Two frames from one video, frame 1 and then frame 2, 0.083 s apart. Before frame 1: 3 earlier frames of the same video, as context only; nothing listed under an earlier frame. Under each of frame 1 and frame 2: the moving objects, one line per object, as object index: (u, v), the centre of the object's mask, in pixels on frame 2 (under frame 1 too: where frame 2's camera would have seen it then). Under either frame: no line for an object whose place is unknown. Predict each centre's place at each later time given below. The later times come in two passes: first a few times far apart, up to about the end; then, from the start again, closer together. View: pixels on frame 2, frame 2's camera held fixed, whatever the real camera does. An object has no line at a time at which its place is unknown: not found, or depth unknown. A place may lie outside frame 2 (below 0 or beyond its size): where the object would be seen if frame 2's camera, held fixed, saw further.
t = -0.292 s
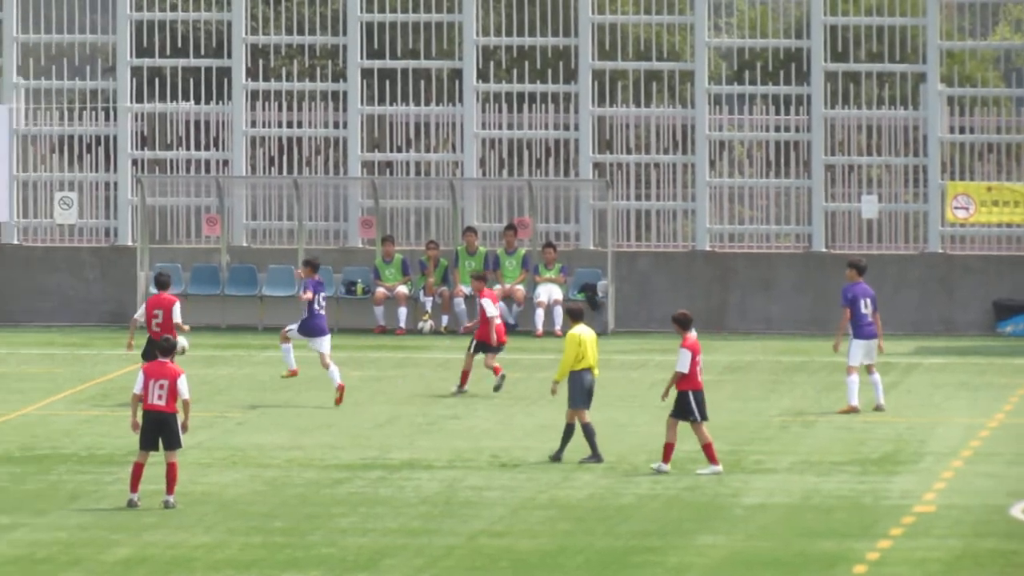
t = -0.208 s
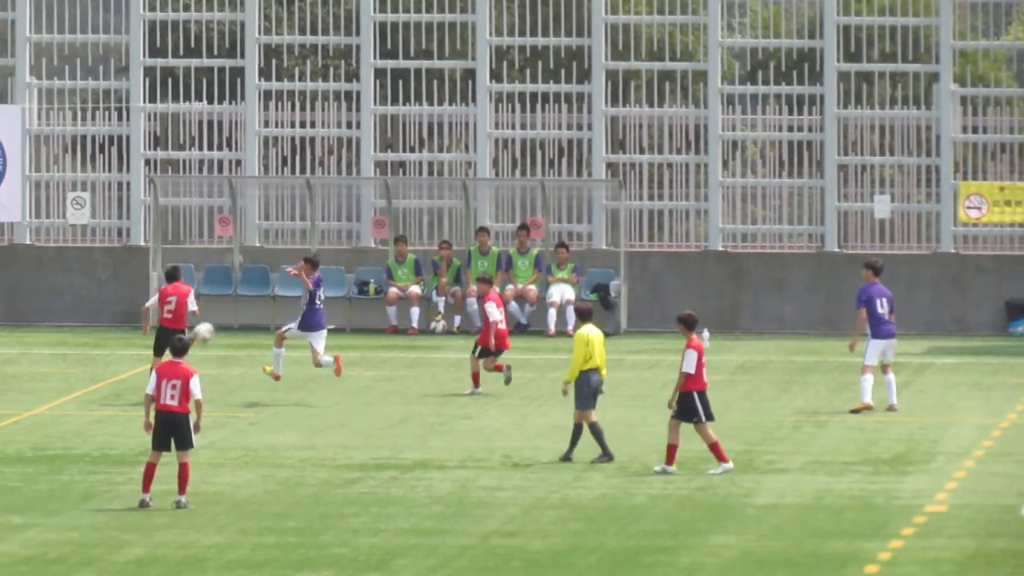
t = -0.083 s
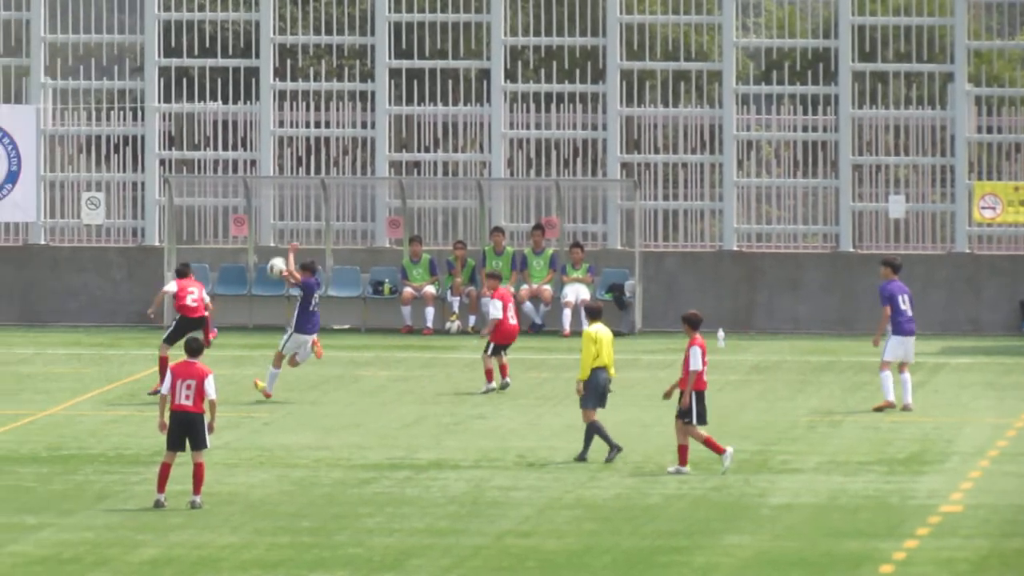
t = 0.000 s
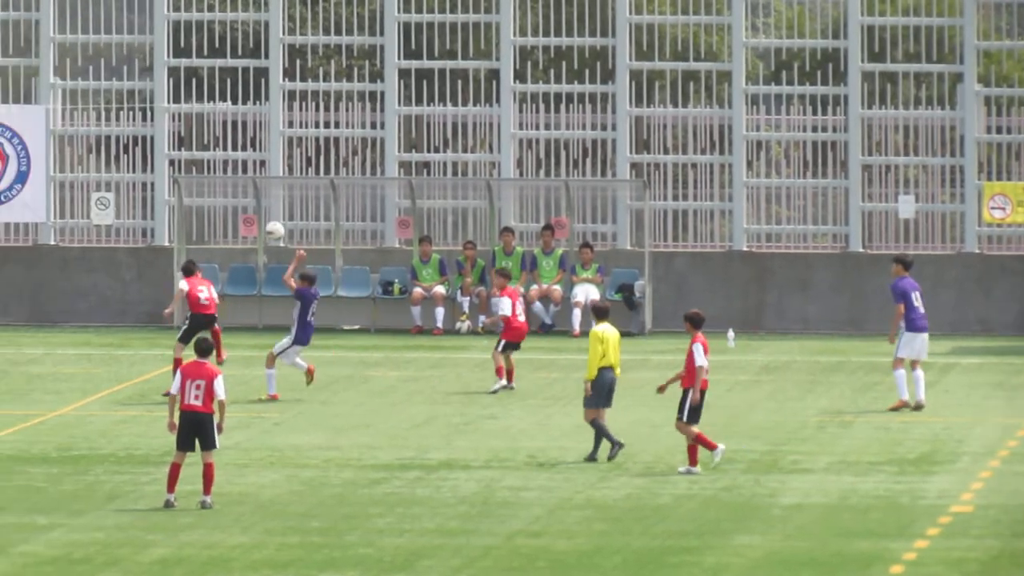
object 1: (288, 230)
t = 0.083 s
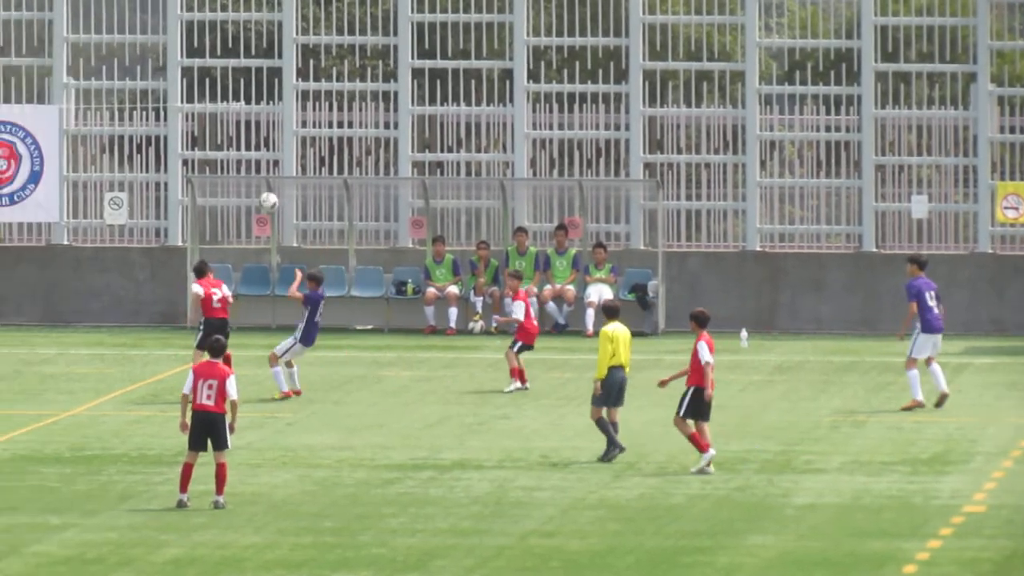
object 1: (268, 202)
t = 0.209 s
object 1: (239, 167)
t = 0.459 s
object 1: (183, 140)
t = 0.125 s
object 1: (259, 189)
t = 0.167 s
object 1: (249, 178)
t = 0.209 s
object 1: (239, 167)
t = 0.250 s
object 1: (229, 160)
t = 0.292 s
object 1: (220, 154)
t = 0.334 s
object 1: (210, 148)
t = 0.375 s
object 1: (202, 144)
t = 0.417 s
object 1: (192, 142)
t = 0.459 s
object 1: (183, 140)
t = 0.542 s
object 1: (164, 142)
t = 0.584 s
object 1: (155, 145)
